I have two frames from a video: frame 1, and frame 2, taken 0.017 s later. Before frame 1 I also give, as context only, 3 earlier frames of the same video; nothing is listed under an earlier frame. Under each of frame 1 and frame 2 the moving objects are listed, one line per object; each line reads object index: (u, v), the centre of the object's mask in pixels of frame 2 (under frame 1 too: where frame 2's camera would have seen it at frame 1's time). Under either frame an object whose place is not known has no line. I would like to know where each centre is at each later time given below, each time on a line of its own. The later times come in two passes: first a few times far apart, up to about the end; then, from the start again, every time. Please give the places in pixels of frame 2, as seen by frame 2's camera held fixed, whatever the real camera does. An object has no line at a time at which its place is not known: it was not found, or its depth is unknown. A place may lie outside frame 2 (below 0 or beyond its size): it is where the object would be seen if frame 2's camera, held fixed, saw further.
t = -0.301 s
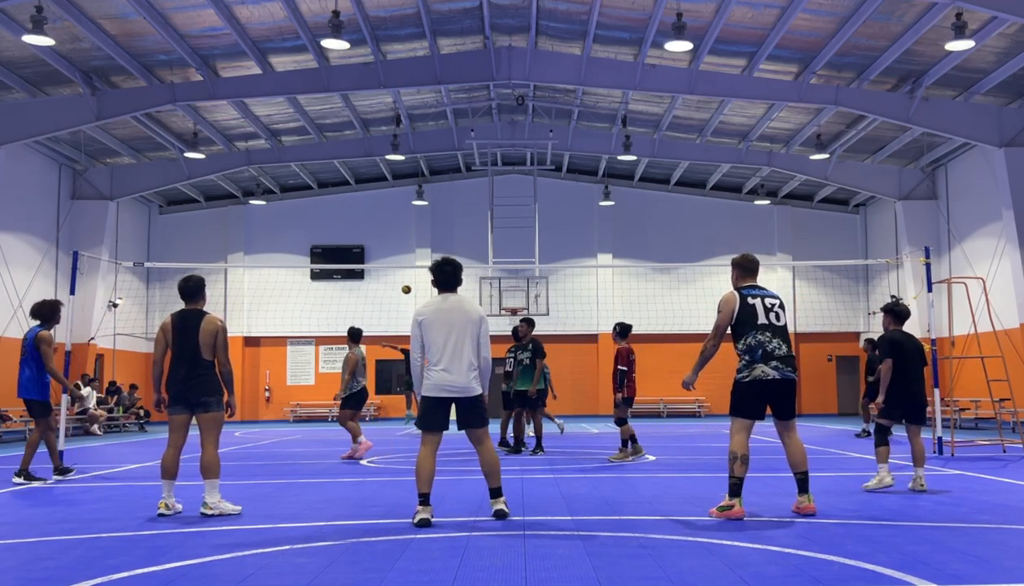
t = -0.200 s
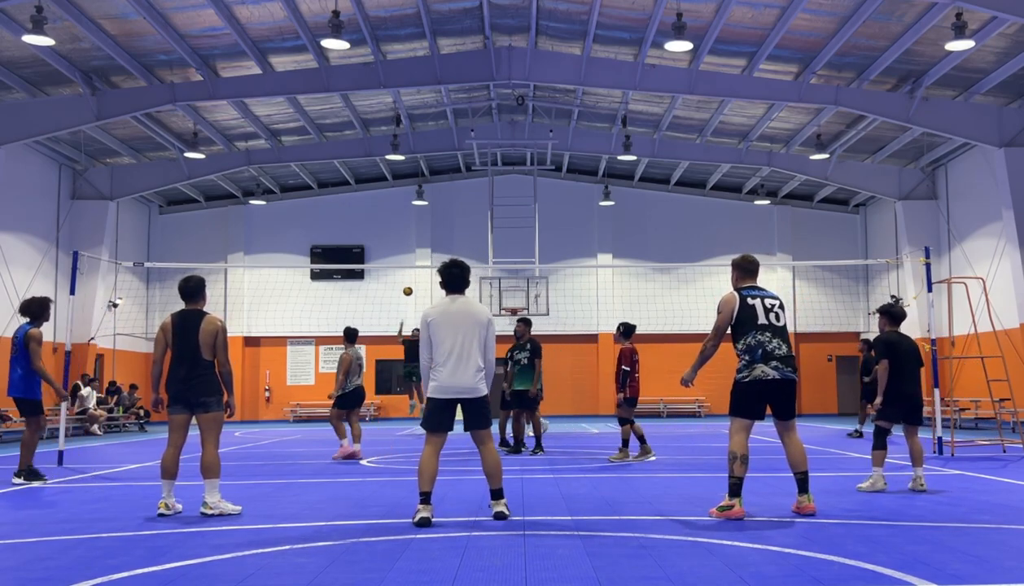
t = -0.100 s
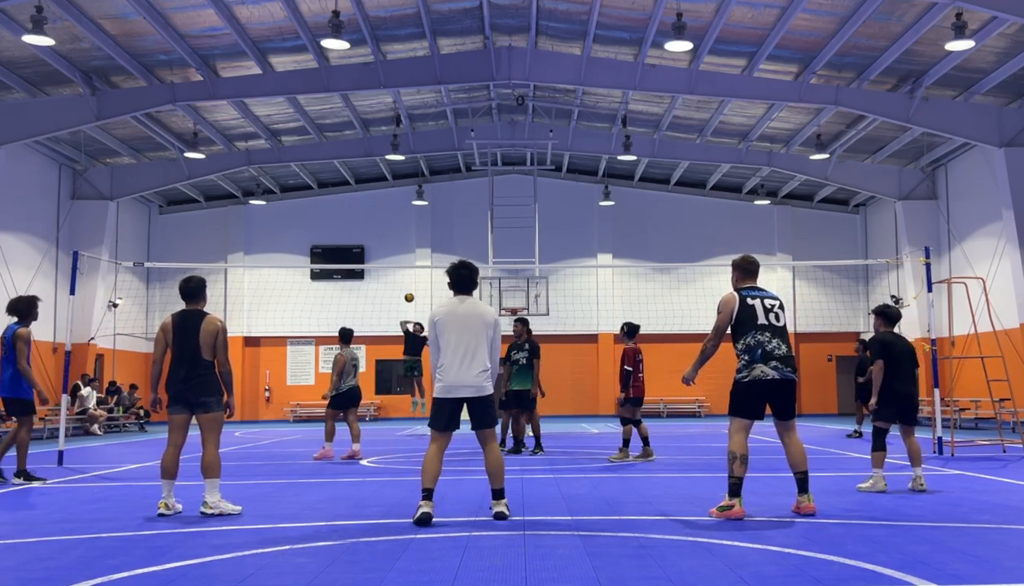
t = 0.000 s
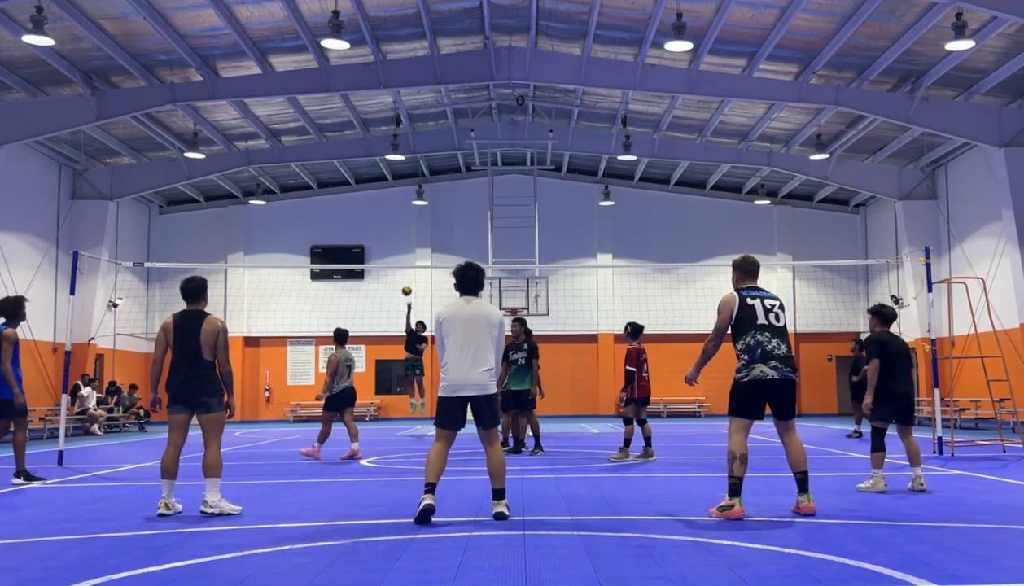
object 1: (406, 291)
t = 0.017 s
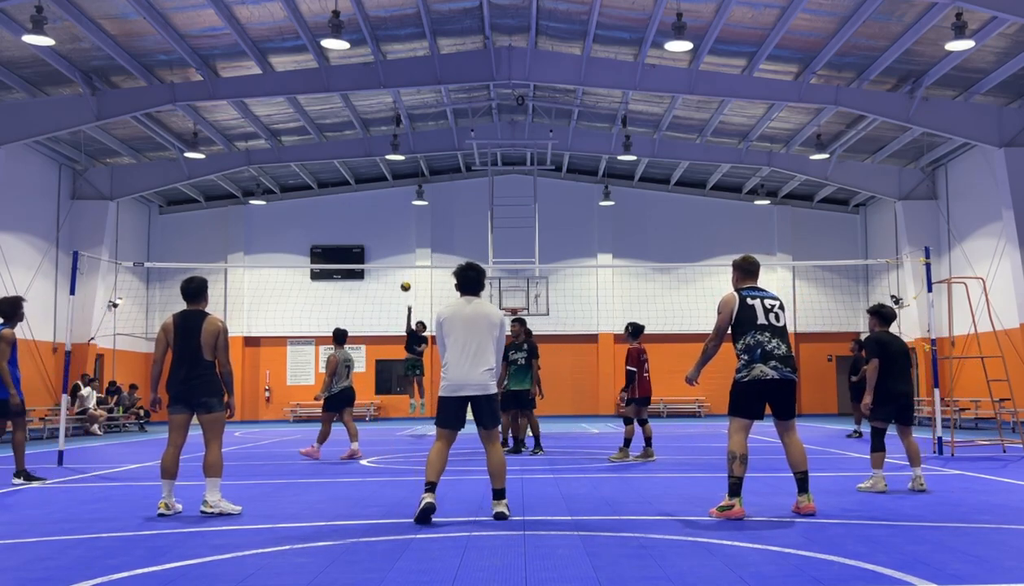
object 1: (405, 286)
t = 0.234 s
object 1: (385, 236)
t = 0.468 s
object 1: (352, 198)
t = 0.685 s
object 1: (309, 186)
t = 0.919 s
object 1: (240, 214)
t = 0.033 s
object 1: (404, 282)
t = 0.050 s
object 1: (403, 278)
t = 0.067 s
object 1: (401, 274)
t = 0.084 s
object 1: (400, 271)
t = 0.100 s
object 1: (399, 266)
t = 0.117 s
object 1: (397, 260)
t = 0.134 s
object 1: (396, 258)
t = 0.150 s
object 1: (394, 254)
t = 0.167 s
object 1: (392, 250)
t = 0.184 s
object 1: (391, 247)
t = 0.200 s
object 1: (388, 243)
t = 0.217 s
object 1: (387, 239)
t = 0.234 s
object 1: (385, 236)
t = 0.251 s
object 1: (383, 232)
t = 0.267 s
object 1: (381, 229)
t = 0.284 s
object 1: (379, 226)
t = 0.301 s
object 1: (377, 223)
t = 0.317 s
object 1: (375, 220)
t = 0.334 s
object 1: (372, 217)
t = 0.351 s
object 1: (370, 215)
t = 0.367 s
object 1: (367, 212)
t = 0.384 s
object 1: (365, 209)
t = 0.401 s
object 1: (362, 207)
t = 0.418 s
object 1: (359, 204)
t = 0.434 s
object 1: (357, 202)
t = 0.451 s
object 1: (354, 200)
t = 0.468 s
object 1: (352, 198)
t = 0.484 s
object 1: (349, 197)
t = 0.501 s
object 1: (346, 195)
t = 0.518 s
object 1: (344, 194)
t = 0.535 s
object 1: (340, 192)
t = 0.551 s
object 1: (338, 191)
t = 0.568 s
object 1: (334, 189)
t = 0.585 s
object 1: (331, 188)
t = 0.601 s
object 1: (327, 187)
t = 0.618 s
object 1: (324, 186)
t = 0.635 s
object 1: (320, 186)
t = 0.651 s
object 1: (317, 186)
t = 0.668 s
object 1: (312, 185)
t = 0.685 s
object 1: (309, 186)
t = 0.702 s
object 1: (305, 186)
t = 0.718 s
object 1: (301, 186)
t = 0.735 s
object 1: (296, 187)
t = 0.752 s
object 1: (292, 188)
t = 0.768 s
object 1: (288, 189)
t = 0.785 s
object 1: (284, 190)
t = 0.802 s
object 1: (278, 191)
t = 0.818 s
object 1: (274, 193)
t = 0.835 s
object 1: (269, 196)
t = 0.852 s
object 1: (263, 198)
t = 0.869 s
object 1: (257, 201)
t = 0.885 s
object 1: (251, 206)
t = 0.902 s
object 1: (246, 210)
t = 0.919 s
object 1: (240, 214)
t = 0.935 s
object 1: (234, 218)
